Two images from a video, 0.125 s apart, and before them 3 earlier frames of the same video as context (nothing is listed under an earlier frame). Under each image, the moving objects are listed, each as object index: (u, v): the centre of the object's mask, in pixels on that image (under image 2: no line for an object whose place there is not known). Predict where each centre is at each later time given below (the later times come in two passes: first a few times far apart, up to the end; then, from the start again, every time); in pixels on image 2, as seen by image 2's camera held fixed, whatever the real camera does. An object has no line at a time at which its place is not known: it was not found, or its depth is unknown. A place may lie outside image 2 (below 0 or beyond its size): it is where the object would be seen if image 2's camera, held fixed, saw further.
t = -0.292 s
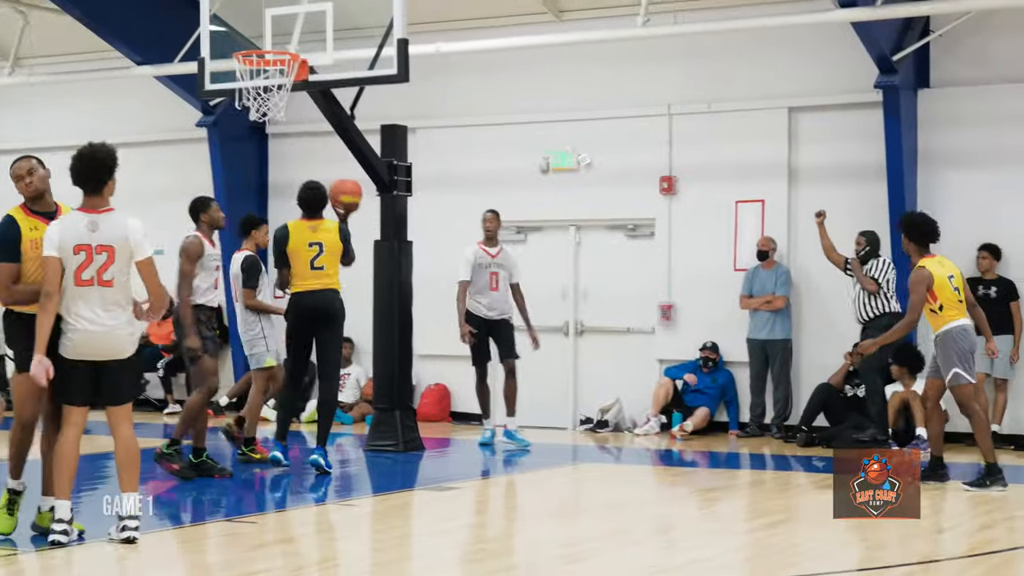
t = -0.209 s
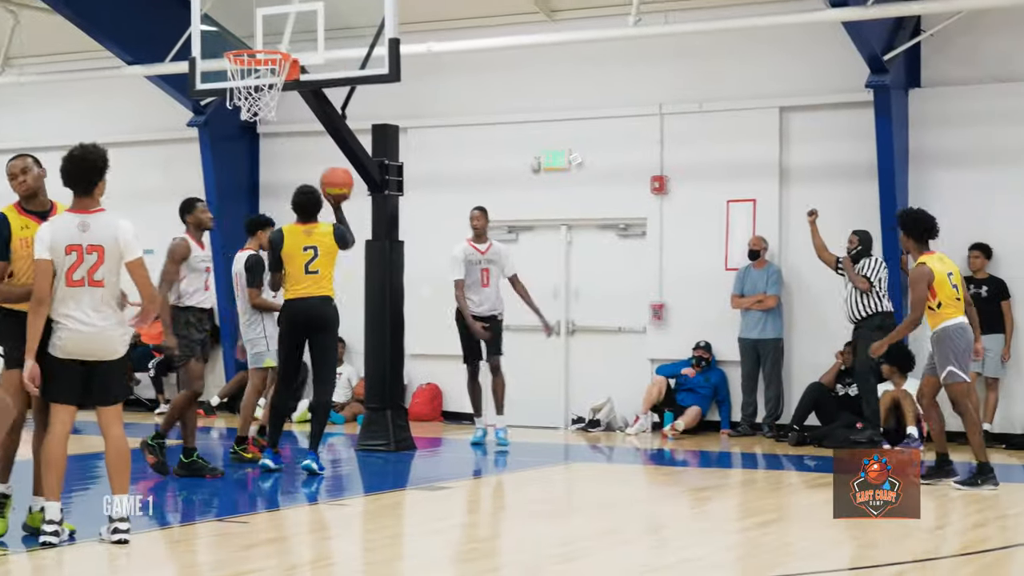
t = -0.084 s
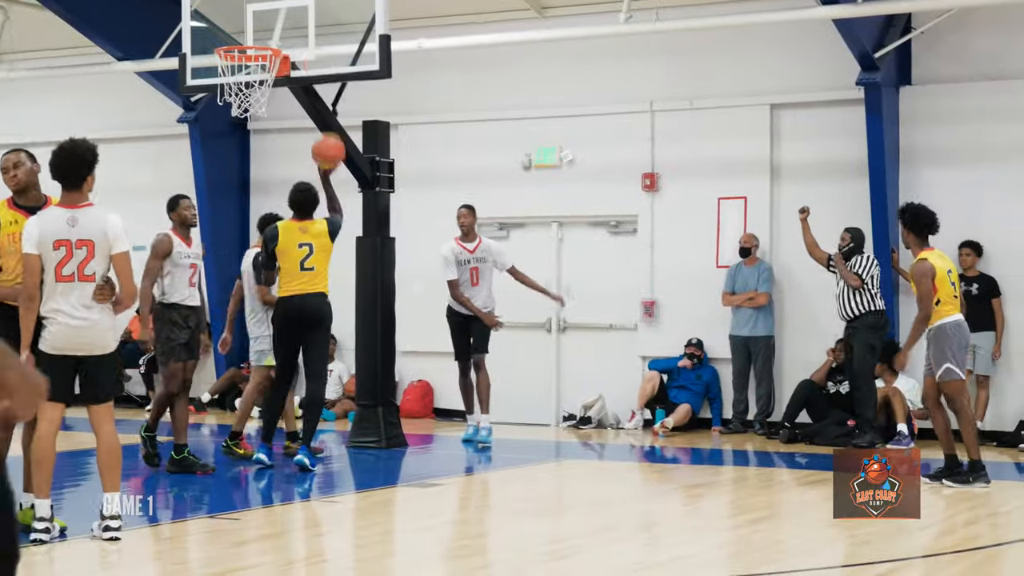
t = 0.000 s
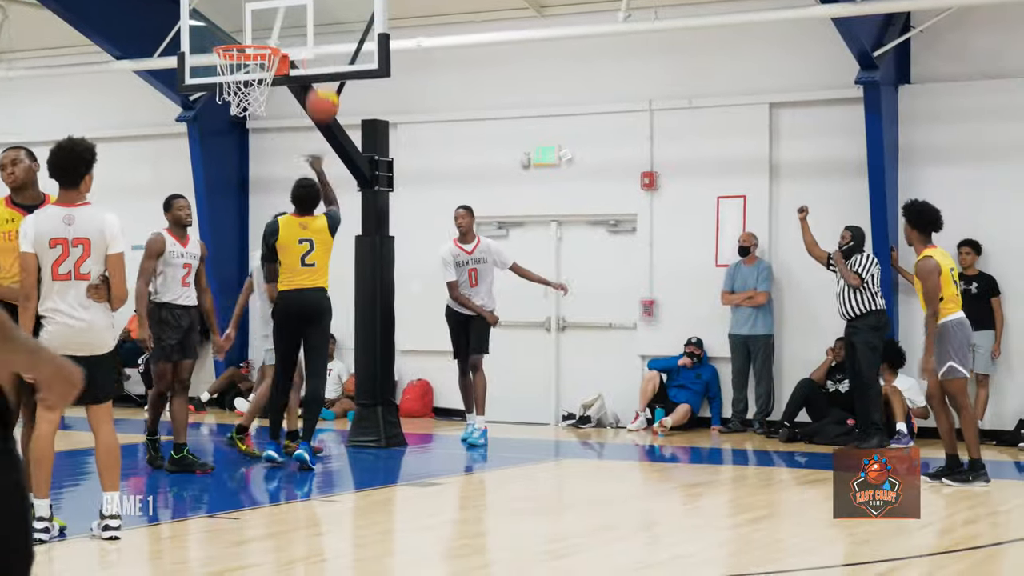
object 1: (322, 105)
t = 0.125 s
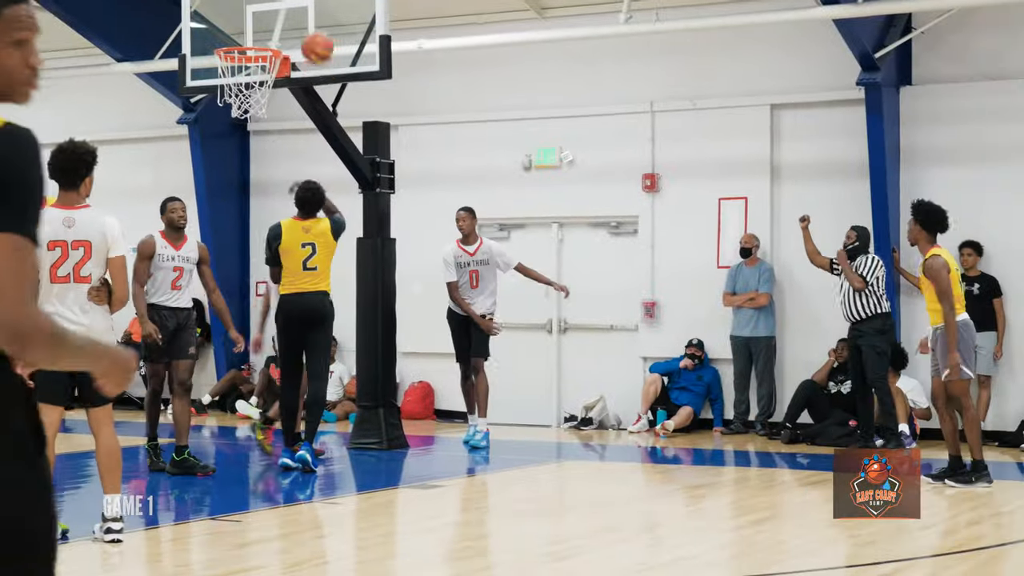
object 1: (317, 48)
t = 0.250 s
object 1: (305, 17)
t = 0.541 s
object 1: (256, 36)
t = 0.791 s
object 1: (220, 92)
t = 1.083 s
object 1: (207, 152)
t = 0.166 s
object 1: (316, 32)
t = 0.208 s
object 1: (312, 21)
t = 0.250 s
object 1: (305, 17)
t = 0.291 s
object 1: (297, 14)
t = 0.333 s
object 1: (290, 13)
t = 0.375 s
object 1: (283, 14)
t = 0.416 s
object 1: (277, 18)
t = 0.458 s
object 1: (269, 25)
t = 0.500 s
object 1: (262, 31)
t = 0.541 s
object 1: (256, 36)
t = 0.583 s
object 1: (250, 50)
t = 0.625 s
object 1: (242, 60)
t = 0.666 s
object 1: (238, 69)
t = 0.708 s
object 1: (231, 84)
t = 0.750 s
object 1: (225, 89)
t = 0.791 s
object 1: (220, 92)
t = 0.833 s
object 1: (217, 95)
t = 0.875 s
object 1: (216, 99)
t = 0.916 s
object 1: (215, 103)
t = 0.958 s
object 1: (212, 111)
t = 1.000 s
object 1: (210, 123)
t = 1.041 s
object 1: (209, 137)
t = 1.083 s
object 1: (207, 152)
